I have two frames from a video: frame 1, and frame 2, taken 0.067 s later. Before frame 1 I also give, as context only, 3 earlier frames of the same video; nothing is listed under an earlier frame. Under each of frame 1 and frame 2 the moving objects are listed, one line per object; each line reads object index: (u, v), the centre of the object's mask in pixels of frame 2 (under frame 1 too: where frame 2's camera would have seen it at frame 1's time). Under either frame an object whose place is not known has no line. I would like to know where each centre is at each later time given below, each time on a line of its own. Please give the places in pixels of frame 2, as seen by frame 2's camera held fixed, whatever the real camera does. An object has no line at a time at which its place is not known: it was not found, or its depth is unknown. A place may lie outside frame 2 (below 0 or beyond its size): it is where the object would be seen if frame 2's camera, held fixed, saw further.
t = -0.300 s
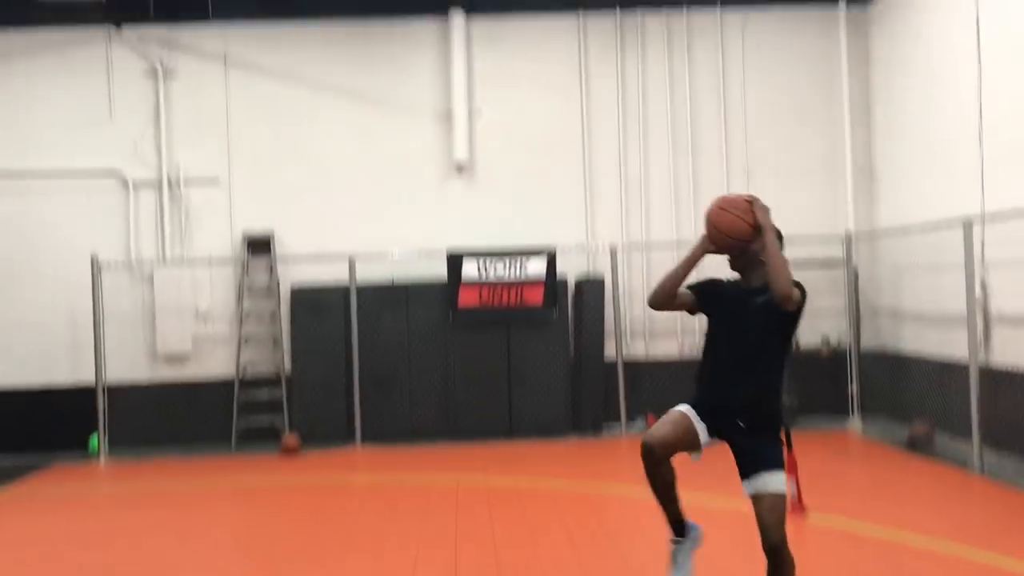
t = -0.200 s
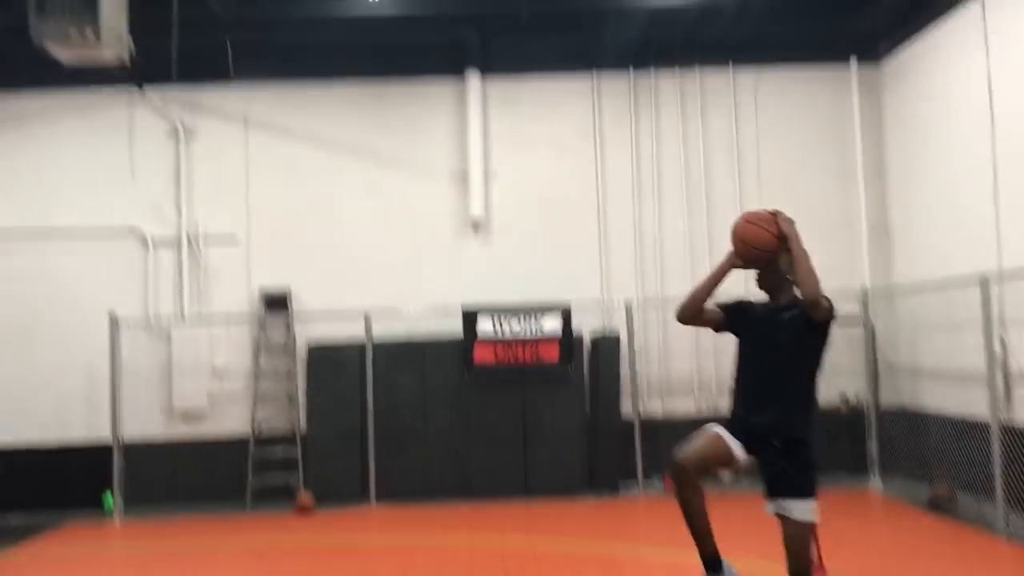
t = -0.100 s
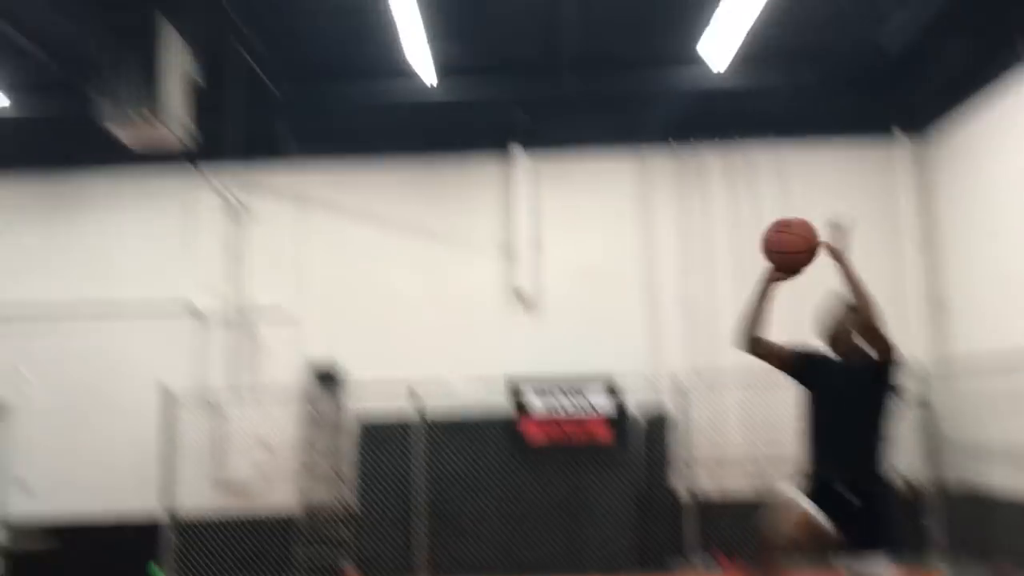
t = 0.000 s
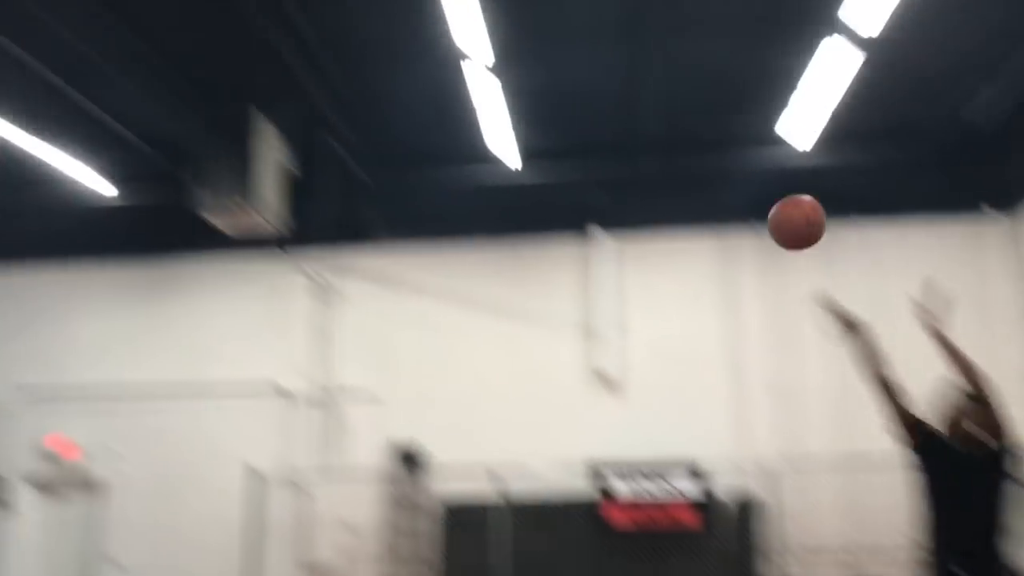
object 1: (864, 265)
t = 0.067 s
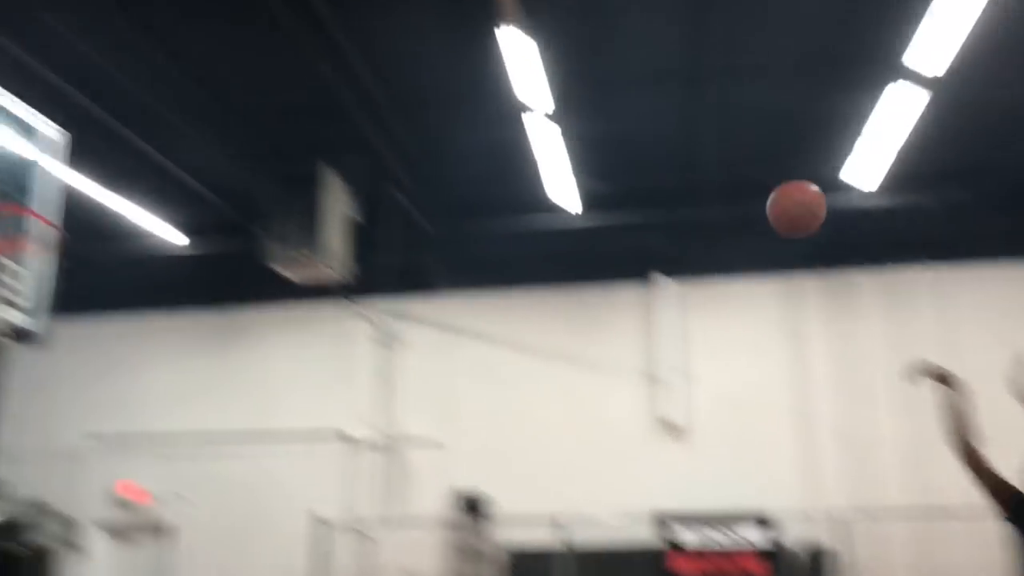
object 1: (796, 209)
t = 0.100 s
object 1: (763, 184)
